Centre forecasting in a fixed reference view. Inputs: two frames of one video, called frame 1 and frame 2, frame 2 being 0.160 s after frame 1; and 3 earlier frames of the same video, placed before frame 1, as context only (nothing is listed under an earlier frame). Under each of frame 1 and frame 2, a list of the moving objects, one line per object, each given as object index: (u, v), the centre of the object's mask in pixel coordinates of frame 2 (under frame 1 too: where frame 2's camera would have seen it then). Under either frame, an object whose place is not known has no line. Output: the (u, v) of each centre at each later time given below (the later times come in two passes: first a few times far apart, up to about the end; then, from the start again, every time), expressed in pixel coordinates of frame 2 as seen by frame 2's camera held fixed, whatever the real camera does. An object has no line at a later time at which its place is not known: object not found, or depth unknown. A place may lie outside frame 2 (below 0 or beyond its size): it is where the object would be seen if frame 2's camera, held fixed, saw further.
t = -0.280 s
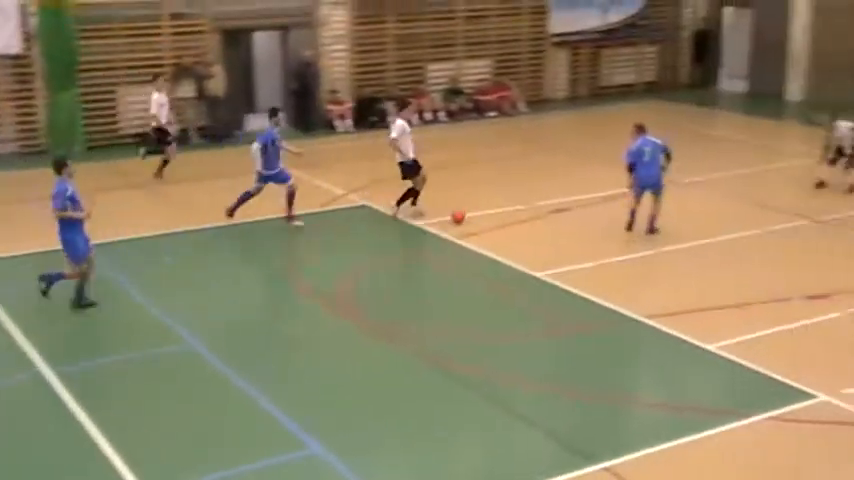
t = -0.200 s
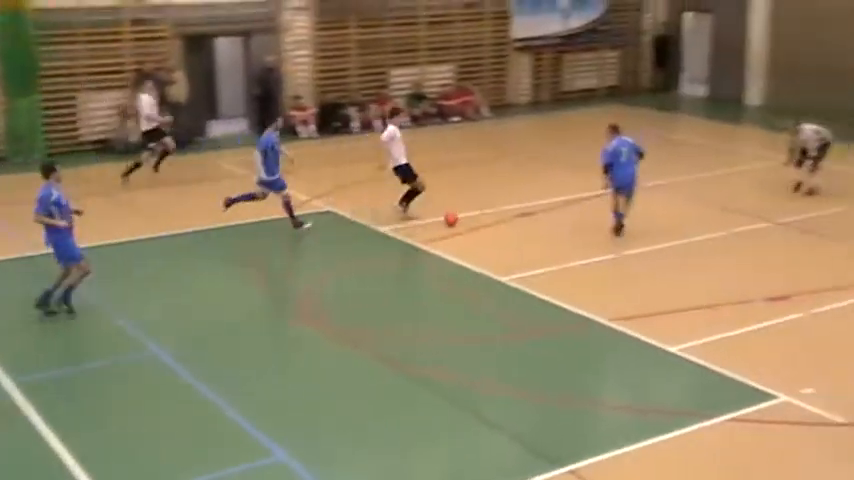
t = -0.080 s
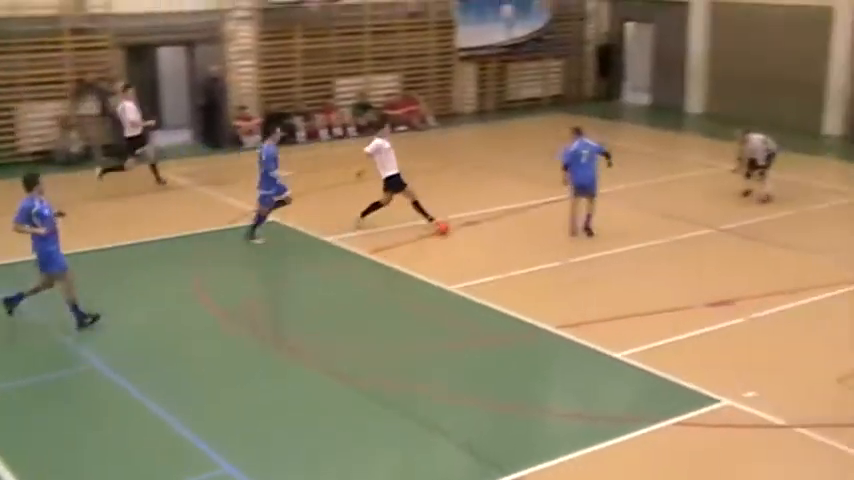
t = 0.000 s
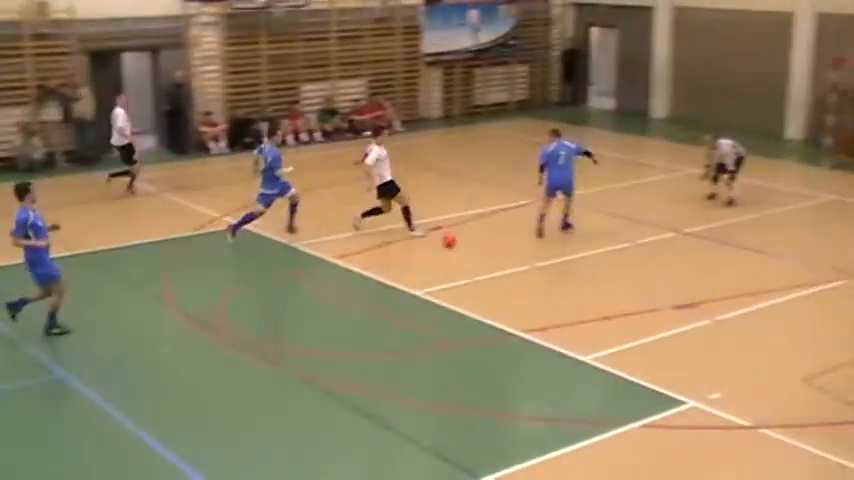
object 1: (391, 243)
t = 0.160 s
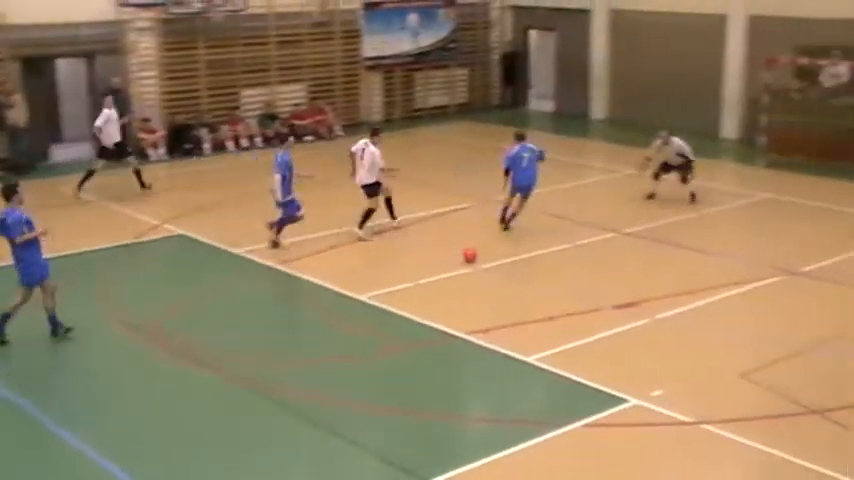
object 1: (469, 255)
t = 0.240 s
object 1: (509, 261)
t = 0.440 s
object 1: (604, 272)
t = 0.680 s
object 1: (718, 285)
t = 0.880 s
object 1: (817, 296)
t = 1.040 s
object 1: (900, 306)
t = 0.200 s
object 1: (488, 258)
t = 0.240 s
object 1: (509, 261)
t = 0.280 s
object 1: (528, 263)
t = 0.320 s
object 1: (547, 266)
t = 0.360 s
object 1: (567, 267)
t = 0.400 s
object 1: (586, 270)
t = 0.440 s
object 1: (604, 272)
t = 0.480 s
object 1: (623, 274)
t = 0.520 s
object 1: (642, 275)
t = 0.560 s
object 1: (661, 277)
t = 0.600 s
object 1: (679, 280)
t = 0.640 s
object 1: (699, 282)
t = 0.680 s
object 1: (718, 285)
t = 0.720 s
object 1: (738, 288)
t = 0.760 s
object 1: (757, 288)
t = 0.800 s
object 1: (777, 292)
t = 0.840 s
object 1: (797, 294)
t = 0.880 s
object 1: (817, 296)
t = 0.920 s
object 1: (838, 298)
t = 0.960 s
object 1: (858, 301)
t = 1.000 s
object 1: (879, 304)
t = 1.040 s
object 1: (900, 306)
